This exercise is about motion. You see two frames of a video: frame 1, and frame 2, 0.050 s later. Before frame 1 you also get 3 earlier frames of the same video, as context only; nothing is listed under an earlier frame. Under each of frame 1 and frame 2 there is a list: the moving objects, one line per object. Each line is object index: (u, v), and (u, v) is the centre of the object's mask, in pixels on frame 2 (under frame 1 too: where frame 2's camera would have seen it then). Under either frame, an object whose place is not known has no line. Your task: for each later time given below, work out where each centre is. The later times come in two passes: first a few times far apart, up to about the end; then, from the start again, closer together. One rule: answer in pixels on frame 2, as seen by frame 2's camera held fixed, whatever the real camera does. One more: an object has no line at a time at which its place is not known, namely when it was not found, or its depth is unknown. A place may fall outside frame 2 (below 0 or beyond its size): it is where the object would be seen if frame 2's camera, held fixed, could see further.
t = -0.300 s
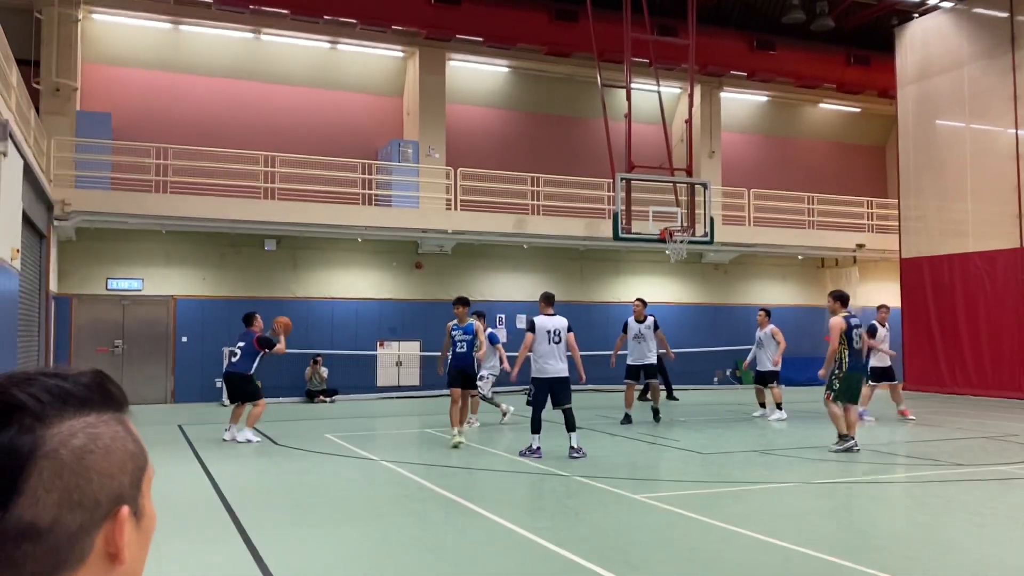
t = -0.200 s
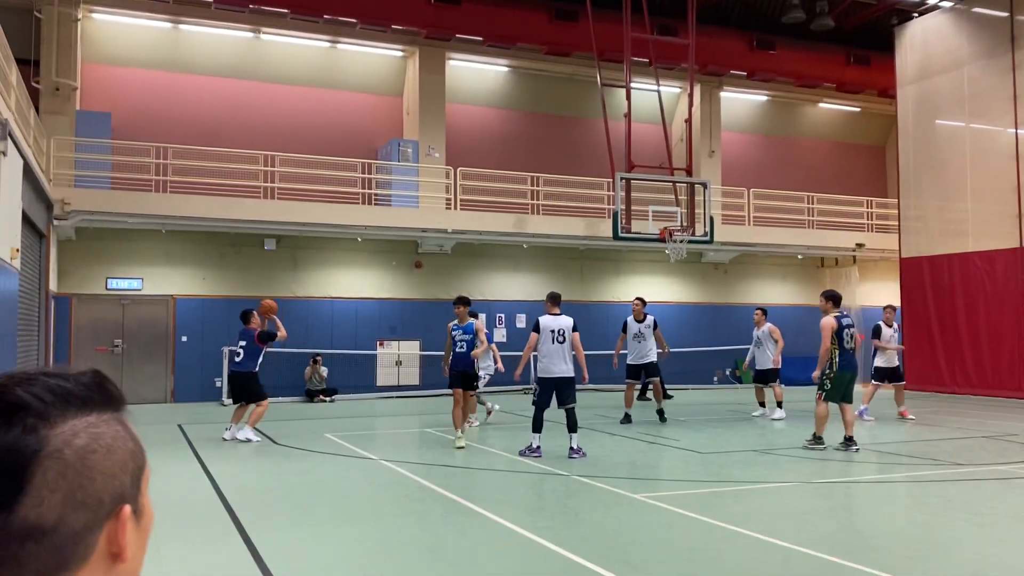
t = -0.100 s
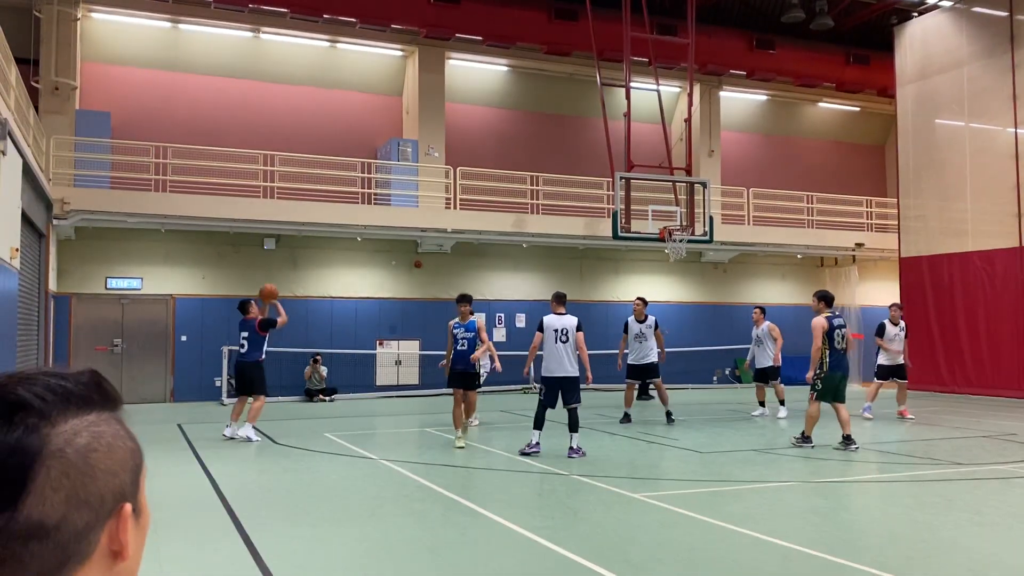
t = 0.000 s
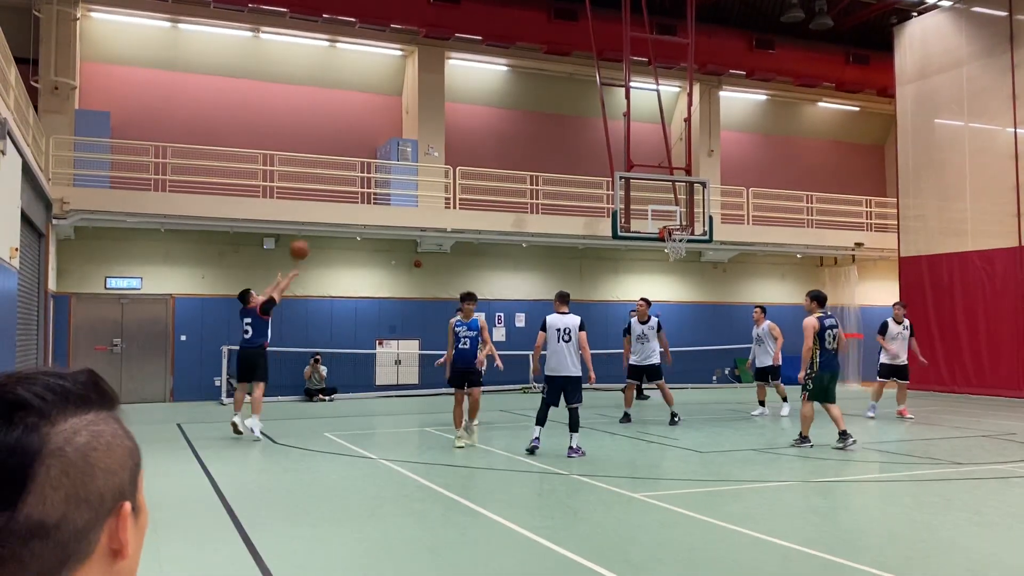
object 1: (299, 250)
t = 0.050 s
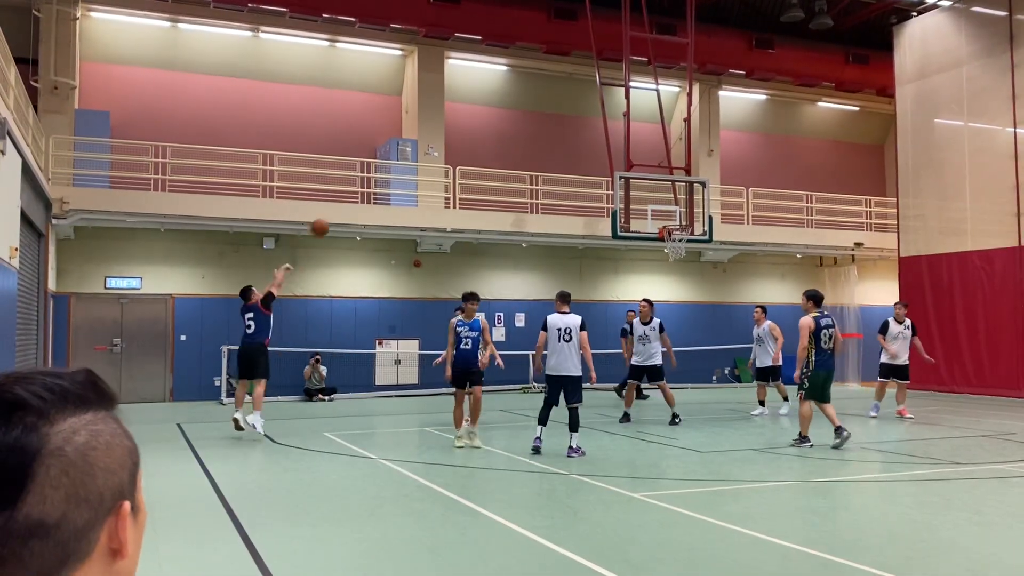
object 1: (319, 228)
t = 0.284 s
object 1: (409, 152)
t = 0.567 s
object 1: (504, 118)
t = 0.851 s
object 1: (588, 135)
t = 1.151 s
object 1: (669, 204)
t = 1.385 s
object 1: (718, 212)
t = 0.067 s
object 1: (327, 220)
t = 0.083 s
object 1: (334, 213)
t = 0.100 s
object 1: (341, 207)
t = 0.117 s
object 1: (347, 201)
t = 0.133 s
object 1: (352, 195)
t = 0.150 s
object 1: (359, 189)
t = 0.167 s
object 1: (366, 184)
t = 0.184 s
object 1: (373, 178)
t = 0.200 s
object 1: (379, 173)
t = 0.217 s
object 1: (386, 168)
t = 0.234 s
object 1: (391, 164)
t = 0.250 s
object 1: (397, 160)
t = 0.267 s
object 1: (403, 156)
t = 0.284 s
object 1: (409, 152)
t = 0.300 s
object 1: (415, 148)
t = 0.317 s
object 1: (421, 145)
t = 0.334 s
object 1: (427, 141)
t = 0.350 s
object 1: (433, 138)
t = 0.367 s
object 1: (438, 136)
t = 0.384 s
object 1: (444, 133)
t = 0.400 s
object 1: (449, 131)
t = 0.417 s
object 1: (455, 129)
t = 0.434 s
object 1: (460, 127)
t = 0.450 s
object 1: (466, 125)
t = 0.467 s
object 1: (471, 124)
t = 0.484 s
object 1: (477, 122)
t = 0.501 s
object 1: (482, 121)
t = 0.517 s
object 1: (488, 120)
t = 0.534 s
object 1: (493, 119)
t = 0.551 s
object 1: (498, 119)
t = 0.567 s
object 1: (504, 118)
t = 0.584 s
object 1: (509, 117)
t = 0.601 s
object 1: (514, 117)
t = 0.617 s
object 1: (519, 116)
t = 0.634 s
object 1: (524, 117)
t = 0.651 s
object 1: (530, 117)
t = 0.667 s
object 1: (535, 118)
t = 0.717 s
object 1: (549, 120)
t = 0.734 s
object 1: (555, 122)
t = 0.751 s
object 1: (559, 123)
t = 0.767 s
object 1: (564, 125)
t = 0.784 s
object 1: (569, 127)
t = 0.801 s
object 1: (574, 128)
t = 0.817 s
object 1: (578, 130)
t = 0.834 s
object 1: (583, 133)
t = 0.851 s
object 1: (588, 135)
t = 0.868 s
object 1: (592, 137)
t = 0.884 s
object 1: (597, 140)
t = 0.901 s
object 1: (603, 144)
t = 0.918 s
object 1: (607, 146)
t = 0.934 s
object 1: (611, 150)
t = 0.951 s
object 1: (616, 153)
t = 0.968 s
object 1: (621, 157)
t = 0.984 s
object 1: (625, 161)
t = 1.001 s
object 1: (630, 163)
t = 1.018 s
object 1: (634, 167)
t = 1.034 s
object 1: (638, 171)
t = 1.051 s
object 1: (643, 175)
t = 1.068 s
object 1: (647, 180)
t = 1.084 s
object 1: (651, 184)
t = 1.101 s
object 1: (655, 191)
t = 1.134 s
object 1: (665, 198)
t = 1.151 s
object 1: (669, 204)
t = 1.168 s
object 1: (673, 209)
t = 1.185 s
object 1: (677, 214)
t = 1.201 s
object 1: (682, 219)
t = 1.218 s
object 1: (685, 219)
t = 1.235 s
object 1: (687, 218)
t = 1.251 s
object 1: (691, 217)
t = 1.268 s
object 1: (694, 215)
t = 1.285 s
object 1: (698, 214)
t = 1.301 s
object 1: (701, 213)
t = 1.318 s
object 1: (704, 213)
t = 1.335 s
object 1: (707, 212)
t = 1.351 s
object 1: (710, 212)
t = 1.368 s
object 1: (713, 212)
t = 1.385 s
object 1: (718, 212)
